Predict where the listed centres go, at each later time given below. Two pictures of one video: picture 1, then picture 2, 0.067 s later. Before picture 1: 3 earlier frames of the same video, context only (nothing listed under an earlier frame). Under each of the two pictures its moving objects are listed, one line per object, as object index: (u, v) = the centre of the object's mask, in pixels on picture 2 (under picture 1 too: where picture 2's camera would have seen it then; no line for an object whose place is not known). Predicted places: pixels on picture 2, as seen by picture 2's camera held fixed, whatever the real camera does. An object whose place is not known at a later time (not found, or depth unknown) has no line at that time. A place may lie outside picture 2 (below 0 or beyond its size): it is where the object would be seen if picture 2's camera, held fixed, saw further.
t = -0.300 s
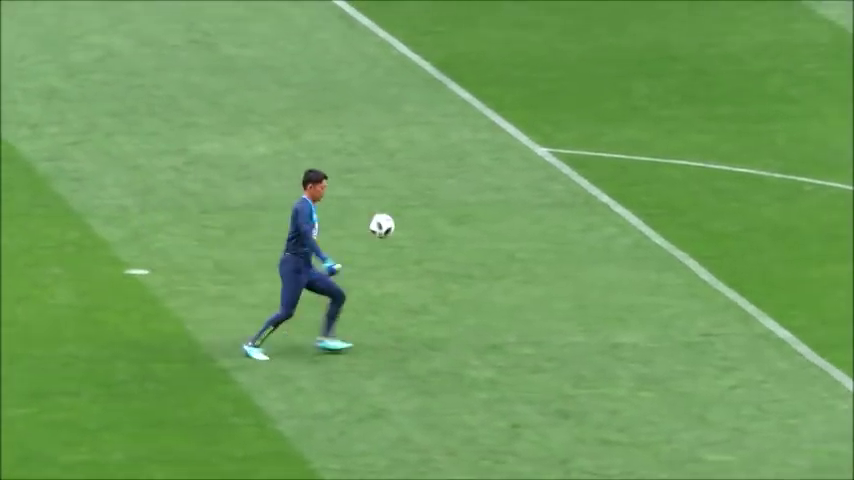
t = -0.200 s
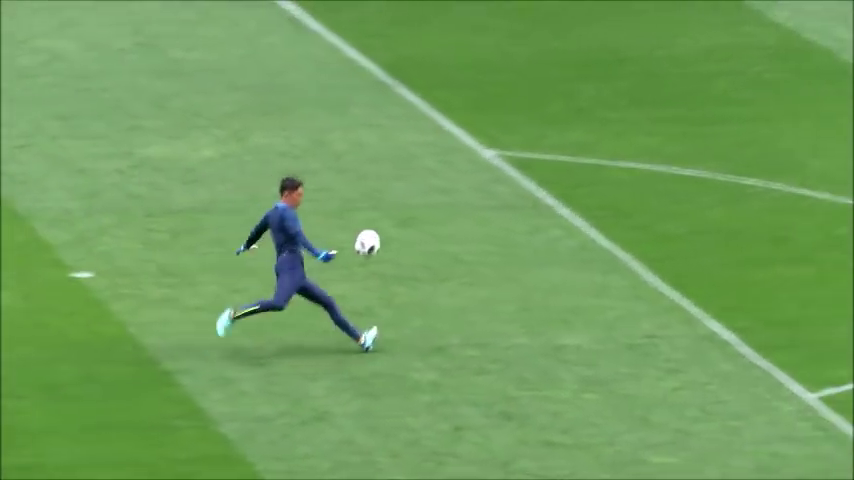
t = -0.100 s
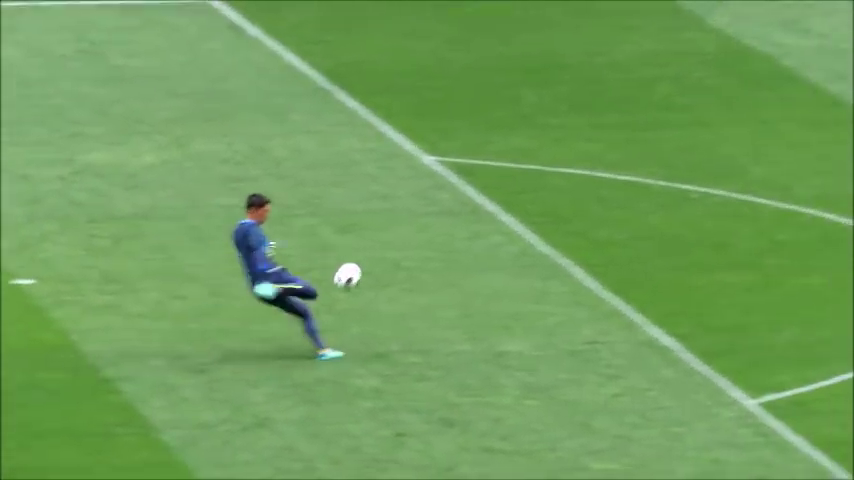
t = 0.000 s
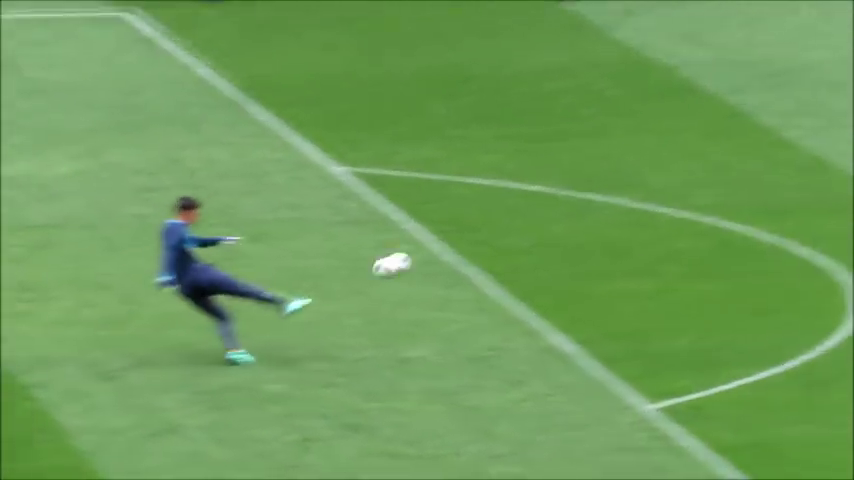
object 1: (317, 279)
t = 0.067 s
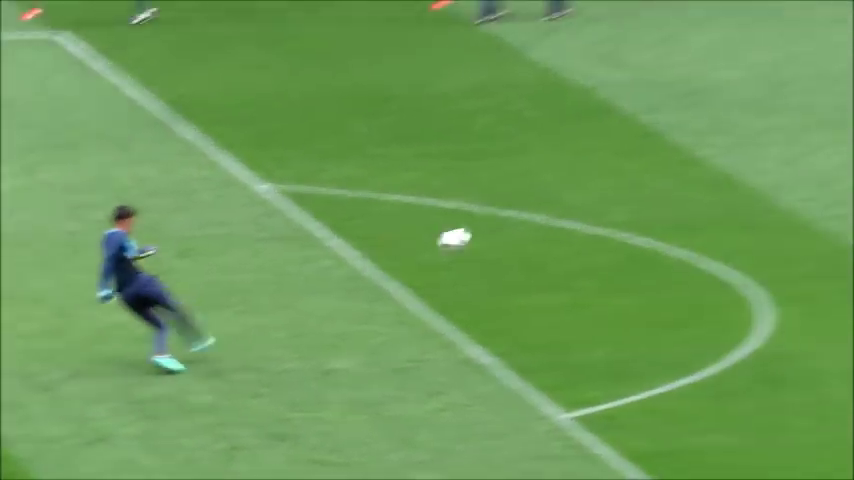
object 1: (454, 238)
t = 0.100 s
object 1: (522, 219)
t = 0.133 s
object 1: (587, 199)
